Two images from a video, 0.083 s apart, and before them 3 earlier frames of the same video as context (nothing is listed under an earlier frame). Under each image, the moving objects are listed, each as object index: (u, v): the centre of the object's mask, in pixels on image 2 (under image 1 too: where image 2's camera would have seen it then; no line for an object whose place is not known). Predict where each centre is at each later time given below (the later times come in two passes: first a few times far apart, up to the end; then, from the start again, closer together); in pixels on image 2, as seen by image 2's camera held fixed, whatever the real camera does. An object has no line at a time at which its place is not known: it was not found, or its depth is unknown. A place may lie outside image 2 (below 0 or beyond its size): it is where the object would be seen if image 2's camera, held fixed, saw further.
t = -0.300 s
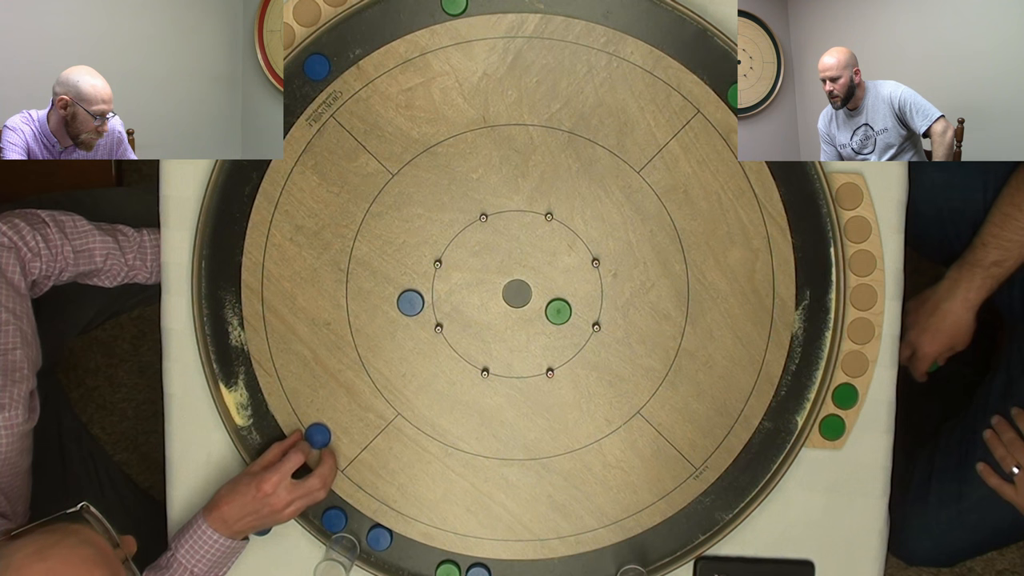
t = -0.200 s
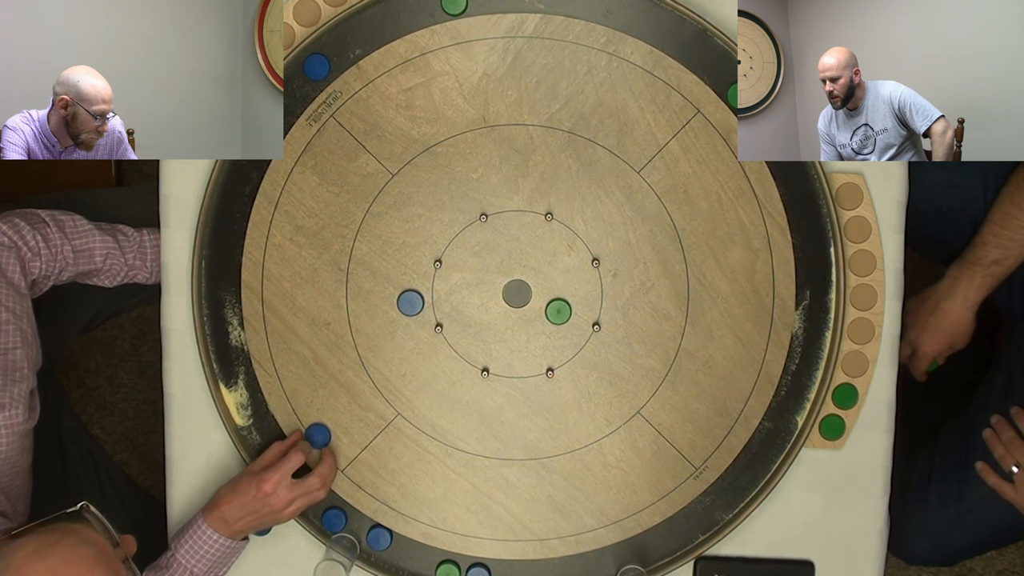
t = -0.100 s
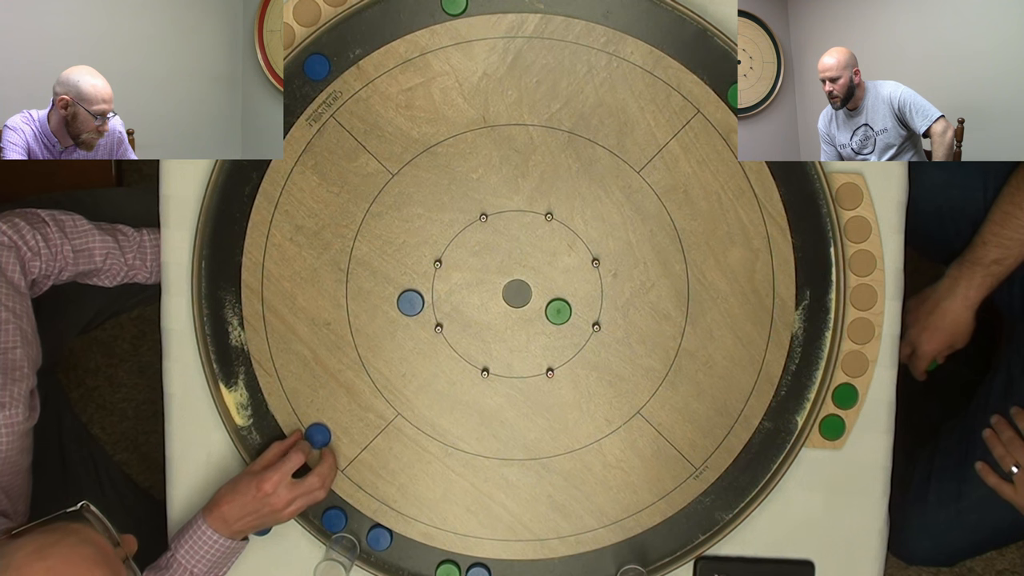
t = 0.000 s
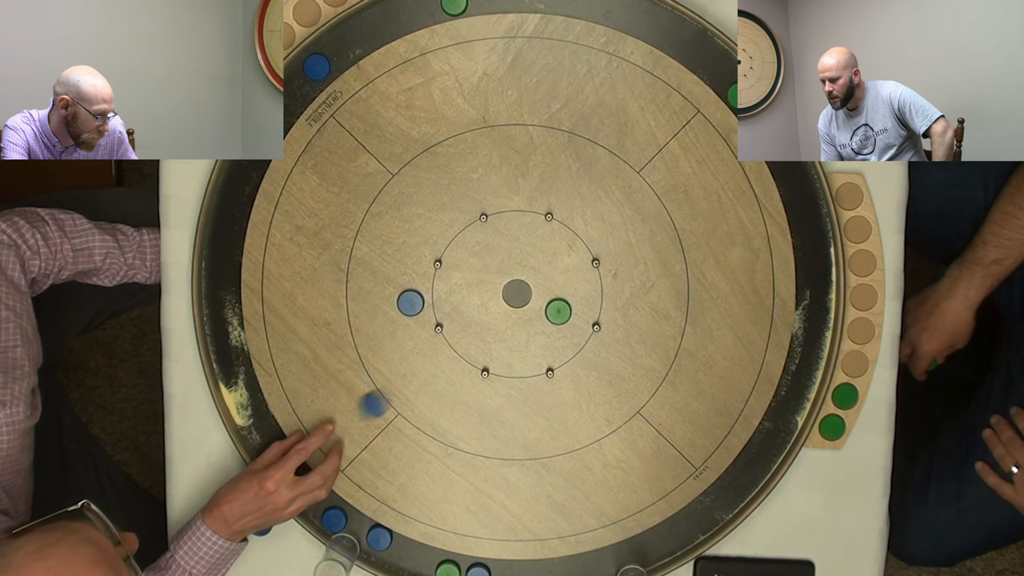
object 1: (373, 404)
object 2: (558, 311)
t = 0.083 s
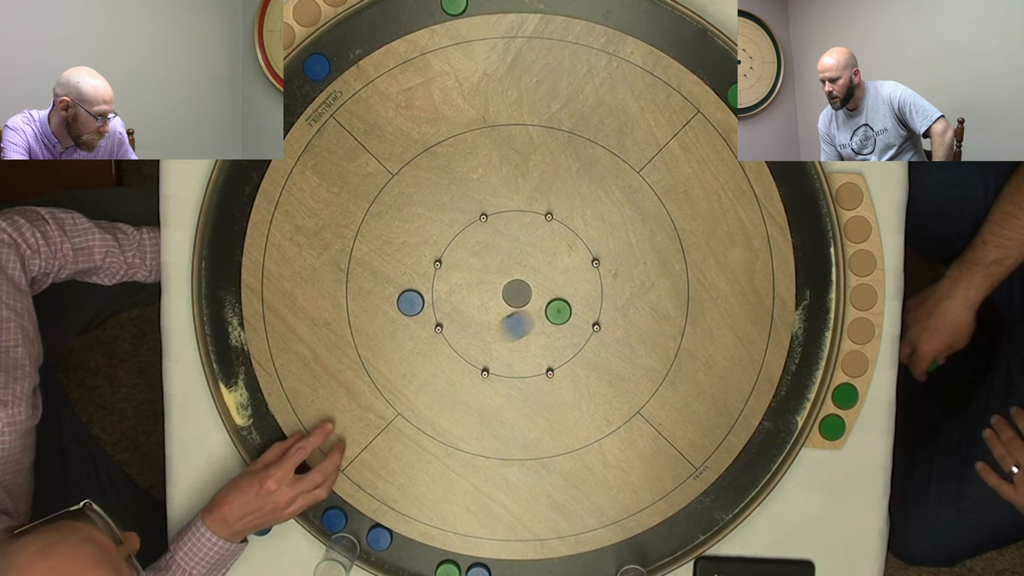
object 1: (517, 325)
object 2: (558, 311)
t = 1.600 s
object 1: (530, 247)
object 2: (808, 234)
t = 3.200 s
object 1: (530, 247)
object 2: (808, 234)
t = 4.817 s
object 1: (530, 247)
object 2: (808, 234)
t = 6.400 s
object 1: (530, 247)
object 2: (808, 234)
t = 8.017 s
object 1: (530, 247)
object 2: (808, 234)
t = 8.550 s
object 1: (530, 247)
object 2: (808, 234)
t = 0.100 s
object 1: (533, 313)
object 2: (569, 308)
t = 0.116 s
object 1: (534, 305)
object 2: (593, 302)
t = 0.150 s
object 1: (537, 289)
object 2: (644, 290)
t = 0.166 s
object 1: (538, 282)
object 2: (667, 284)
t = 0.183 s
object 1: (539, 276)
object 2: (692, 278)
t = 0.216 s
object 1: (540, 263)
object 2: (739, 266)
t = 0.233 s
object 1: (541, 257)
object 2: (760, 261)
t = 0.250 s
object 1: (542, 252)
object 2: (783, 255)
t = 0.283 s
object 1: (543, 242)
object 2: (820, 246)
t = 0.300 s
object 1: (543, 238)
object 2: (808, 246)
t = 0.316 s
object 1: (544, 234)
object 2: (808, 245)
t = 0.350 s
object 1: (540, 238)
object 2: (818, 241)
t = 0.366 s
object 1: (538, 240)
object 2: (820, 240)
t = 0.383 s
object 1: (536, 242)
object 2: (817, 240)
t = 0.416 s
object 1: (533, 244)
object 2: (810, 240)
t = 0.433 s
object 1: (532, 245)
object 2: (807, 241)
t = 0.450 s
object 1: (531, 246)
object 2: (805, 241)
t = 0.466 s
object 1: (531, 247)
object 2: (806, 240)
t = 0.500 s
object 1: (530, 247)
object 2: (808, 240)
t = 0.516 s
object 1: (530, 247)
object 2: (810, 239)
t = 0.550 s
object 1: (530, 247)
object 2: (811, 237)
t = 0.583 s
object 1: (530, 247)
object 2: (811, 237)
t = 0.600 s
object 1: (530, 247)
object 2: (811, 236)
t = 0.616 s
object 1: (530, 247)
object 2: (810, 235)
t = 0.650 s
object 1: (530, 247)
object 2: (810, 235)
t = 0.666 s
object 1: (530, 247)
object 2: (809, 234)
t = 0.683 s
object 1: (530, 247)
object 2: (808, 234)
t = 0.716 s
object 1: (530, 247)
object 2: (808, 234)
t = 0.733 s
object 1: (530, 247)
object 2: (808, 234)
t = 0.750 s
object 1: (530, 247)
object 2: (808, 234)
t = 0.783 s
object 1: (530, 247)
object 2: (808, 234)
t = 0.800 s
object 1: (530, 247)
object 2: (808, 234)
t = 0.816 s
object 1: (530, 247)
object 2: (808, 234)
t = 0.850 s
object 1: (530, 247)
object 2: (808, 234)
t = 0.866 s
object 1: (530, 247)
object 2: (808, 234)
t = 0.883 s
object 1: (530, 247)
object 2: (808, 234)
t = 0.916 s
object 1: (530, 247)
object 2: (808, 234)
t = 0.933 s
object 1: (530, 247)
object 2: (808, 234)
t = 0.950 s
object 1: (530, 247)
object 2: (808, 234)
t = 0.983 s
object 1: (530, 247)
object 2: (808, 234)
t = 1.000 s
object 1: (530, 247)
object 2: (808, 234)
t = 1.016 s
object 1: (530, 247)
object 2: (808, 234)
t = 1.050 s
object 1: (530, 247)
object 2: (808, 234)
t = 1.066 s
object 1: (530, 247)
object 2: (808, 234)
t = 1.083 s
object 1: (530, 247)
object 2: (808, 234)
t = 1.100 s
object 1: (530, 247)
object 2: (808, 234)
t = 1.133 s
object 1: (530, 247)
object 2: (808, 234)
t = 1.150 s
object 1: (530, 247)
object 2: (808, 234)
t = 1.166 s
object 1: (530, 247)
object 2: (808, 234)
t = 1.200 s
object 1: (530, 247)
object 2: (808, 234)
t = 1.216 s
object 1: (530, 247)
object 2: (808, 234)
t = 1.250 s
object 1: (530, 247)
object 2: (808, 234)
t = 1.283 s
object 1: (530, 247)
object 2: (808, 234)
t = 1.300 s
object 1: (530, 247)
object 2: (808, 234)
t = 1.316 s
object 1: (530, 247)
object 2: (808, 234)
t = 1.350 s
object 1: (530, 247)
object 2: (808, 234)
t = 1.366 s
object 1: (530, 247)
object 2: (808, 234)
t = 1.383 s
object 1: (530, 247)
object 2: (808, 234)
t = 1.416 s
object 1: (530, 247)
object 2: (808, 234)
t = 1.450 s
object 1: (530, 247)
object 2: (808, 234)
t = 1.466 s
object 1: (530, 247)
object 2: (808, 234)
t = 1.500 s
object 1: (530, 247)
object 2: (808, 234)
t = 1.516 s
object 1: (530, 247)
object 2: (808, 234)
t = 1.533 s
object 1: (530, 247)
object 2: (808, 234)
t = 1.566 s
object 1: (530, 247)
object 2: (808, 234)
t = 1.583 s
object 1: (530, 247)
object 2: (808, 234)
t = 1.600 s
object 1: (530, 247)
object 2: (808, 234)
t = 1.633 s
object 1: (530, 247)
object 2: (808, 234)
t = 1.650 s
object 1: (530, 247)
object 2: (808, 234)
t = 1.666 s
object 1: (530, 247)
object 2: (808, 234)
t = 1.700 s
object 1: (530, 247)
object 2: (808, 234)
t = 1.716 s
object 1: (530, 247)
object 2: (808, 234)
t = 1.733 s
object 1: (530, 247)
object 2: (808, 234)
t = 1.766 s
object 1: (530, 247)
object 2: (808, 234)
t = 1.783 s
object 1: (530, 247)
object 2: (808, 234)
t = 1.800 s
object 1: (530, 247)
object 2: (808, 234)
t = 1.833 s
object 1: (530, 247)
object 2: (808, 234)
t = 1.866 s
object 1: (530, 247)
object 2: (808, 234)
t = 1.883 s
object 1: (530, 247)
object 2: (808, 234)
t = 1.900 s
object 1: (530, 247)
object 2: (808, 234)
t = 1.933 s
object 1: (530, 247)
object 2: (808, 234)
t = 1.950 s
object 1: (530, 247)
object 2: (808, 234)
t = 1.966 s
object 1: (530, 247)
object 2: (808, 234)
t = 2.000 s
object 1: (530, 247)
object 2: (808, 234)
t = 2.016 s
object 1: (530, 247)
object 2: (808, 234)
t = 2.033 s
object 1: (530, 247)
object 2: (808, 234)
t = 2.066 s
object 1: (530, 247)
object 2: (808, 234)
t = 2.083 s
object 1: (530, 247)
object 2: (808, 234)
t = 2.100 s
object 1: (530, 247)
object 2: (808, 234)
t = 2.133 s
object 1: (530, 247)
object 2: (808, 234)
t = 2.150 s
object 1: (530, 247)
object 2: (808, 234)
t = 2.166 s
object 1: (530, 247)
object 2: (808, 234)
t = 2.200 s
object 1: (530, 247)
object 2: (808, 234)
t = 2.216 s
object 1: (530, 247)
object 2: (808, 234)
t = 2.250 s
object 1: (530, 247)
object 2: (808, 234)
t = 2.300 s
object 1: (530, 247)
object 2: (808, 234)
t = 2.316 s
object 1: (530, 247)
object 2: (808, 234)
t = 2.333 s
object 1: (530, 247)
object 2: (808, 234)
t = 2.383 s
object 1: (530, 247)
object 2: (808, 234)
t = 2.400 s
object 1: (530, 247)
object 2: (808, 234)
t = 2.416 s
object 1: (530, 247)
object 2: (808, 234)
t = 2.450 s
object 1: (530, 247)
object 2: (808, 234)
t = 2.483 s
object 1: (530, 247)
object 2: (808, 234)
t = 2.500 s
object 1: (530, 247)
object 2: (808, 234)
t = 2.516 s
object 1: (530, 247)
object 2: (808, 234)
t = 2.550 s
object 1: (530, 247)
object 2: (808, 234)
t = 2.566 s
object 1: (530, 247)
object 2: (808, 234)
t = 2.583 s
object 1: (530, 247)
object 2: (808, 234)
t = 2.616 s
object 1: (530, 247)
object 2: (808, 234)
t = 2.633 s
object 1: (530, 247)
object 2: (808, 234)
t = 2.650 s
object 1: (530, 247)
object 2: (808, 234)
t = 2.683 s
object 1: (530, 247)
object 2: (808, 234)
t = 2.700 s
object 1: (530, 247)
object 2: (808, 234)
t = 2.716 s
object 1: (530, 247)
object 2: (808, 234)
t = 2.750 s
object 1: (530, 247)
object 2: (808, 234)
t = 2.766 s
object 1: (530, 247)
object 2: (808, 234)
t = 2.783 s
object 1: (530, 247)
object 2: (808, 234)
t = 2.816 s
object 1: (530, 247)
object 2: (808, 234)
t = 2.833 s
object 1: (530, 247)
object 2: (808, 234)
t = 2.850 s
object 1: (530, 247)
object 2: (808, 234)
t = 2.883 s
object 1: (530, 247)
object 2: (808, 234)
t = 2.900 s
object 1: (530, 247)
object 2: (808, 234)
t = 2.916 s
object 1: (530, 247)
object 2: (808, 234)
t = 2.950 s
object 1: (530, 247)
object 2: (808, 234)
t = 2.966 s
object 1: (530, 247)
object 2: (808, 234)
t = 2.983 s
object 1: (530, 247)
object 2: (808, 234)
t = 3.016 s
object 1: (530, 247)
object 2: (808, 234)
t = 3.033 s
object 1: (530, 247)
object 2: (808, 234)
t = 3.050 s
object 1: (530, 247)
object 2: (808, 234)
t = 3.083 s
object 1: (530, 247)
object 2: (808, 234)
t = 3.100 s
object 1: (530, 247)
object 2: (808, 234)
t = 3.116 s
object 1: (530, 247)
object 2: (808, 234)
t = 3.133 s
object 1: (530, 247)
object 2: (808, 234)
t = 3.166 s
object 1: (530, 247)
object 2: (808, 234)
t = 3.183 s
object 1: (530, 247)
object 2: (808, 234)
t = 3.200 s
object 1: (530, 247)
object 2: (808, 234)
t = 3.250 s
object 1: (530, 247)
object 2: (808, 234)
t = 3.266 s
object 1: (530, 247)
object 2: (808, 234)
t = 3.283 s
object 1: (530, 247)
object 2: (808, 234)
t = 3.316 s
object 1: (530, 247)
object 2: (808, 234)
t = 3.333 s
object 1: (530, 247)
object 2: (808, 234)
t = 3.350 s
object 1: (530, 247)
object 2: (808, 234)
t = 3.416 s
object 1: (530, 247)
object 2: (808, 234)
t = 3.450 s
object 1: (530, 247)
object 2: (808, 234)
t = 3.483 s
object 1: (530, 247)
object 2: (808, 234)
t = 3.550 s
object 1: (530, 247)
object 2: (808, 234)
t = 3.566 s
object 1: (530, 247)
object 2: (808, 234)
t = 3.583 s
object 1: (530, 247)
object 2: (808, 234)
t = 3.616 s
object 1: (530, 247)
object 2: (808, 234)
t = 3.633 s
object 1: (530, 247)
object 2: (808, 234)
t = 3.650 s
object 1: (530, 247)
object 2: (808, 234)
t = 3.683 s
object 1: (530, 247)
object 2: (808, 234)
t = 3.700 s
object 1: (530, 247)
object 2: (808, 234)
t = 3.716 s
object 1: (530, 247)
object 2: (808, 234)
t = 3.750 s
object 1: (530, 247)
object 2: (808, 234)
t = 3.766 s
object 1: (530, 247)
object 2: (808, 234)
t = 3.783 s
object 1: (530, 247)
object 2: (808, 234)
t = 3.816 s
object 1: (530, 247)
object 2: (808, 234)
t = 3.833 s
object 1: (530, 247)
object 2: (808, 234)
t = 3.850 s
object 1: (530, 247)
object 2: (808, 234)
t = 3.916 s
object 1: (530, 247)
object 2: (808, 234)
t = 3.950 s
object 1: (530, 247)
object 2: (808, 234)
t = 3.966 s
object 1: (530, 247)
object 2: (808, 234)
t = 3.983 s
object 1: (530, 247)
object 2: (808, 234)
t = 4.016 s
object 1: (530, 247)
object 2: (808, 234)
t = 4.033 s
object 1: (530, 247)
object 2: (808, 234)
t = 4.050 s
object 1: (530, 247)
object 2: (808, 234)
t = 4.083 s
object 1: (530, 247)
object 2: (808, 234)
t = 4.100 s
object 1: (530, 247)
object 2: (808, 234)
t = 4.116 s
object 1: (530, 247)
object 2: (808, 234)
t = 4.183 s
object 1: (530, 247)
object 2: (808, 234)
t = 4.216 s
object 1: (530, 247)
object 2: (808, 234)
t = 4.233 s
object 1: (530, 247)
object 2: (808, 234)
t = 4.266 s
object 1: (530, 247)
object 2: (808, 234)
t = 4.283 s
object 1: (530, 247)
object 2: (808, 234)
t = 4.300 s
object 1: (530, 247)
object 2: (808, 234)
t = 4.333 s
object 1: (530, 247)
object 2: (808, 234)
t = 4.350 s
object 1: (530, 247)
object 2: (808, 234)
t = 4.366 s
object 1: (530, 247)
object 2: (808, 234)
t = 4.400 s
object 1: (530, 247)
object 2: (808, 234)
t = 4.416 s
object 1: (530, 247)
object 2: (808, 234)
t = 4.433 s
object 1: (530, 247)
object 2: (808, 234)
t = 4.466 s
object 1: (530, 247)
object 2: (808, 234)
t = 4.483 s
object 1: (530, 247)
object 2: (808, 234)
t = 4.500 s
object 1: (530, 247)
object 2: (808, 234)
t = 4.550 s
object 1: (530, 247)
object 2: (808, 234)
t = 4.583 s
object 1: (530, 247)
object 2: (808, 234)
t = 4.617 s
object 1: (530, 247)
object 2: (808, 234)
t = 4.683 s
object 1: (530, 247)
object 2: (808, 234)
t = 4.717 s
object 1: (530, 247)
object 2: (808, 234)
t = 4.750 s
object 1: (530, 247)
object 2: (808, 234)
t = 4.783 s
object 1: (530, 247)
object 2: (808, 234)
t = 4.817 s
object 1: (530, 247)
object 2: (808, 234)
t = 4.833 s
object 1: (530, 247)
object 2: (808, 234)
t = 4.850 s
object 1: (530, 247)
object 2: (808, 234)
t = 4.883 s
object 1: (530, 247)
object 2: (808, 234)
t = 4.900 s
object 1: (530, 247)
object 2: (808, 234)
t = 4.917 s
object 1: (530, 247)
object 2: (808, 234)
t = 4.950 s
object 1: (530, 247)
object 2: (808, 234)
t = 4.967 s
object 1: (530, 247)
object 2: (808, 234)
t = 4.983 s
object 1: (530, 247)
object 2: (808, 234)
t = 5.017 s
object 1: (530, 247)
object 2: (808, 234)
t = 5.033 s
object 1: (530, 247)
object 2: (808, 234)
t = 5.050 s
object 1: (530, 247)
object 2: (808, 234)
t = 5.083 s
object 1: (530, 247)
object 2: (808, 234)
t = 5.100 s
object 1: (530, 247)
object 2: (808, 234)
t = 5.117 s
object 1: (530, 247)
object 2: (808, 234)
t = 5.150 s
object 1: (530, 247)
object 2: (808, 234)
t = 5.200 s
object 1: (530, 247)
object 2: (808, 234)
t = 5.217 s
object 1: (530, 247)
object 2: (808, 234)
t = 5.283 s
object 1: (530, 247)
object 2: (808, 234)
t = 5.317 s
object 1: (530, 247)
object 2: (808, 234)
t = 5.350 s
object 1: (530, 247)
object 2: (808, 234)
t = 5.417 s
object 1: (530, 247)
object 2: (808, 234)
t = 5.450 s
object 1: (530, 247)
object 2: (808, 234)
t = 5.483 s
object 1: (530, 247)
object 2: (808, 234)
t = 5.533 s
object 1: (530, 247)
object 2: (808, 234)
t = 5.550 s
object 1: (530, 247)
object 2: (808, 234)
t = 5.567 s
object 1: (530, 247)
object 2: (808, 234)
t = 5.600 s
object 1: (530, 247)
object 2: (808, 234)
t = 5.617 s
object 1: (530, 247)
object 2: (808, 234)
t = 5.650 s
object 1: (530, 247)
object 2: (808, 234)
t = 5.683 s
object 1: (530, 247)
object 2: (808, 234)
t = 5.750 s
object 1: (530, 247)
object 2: (808, 234)
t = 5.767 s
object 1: (530, 247)
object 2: (808, 234)
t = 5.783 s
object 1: (530, 247)
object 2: (808, 234)
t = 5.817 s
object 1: (530, 247)
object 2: (808, 234)
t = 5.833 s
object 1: (530, 247)
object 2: (808, 234)
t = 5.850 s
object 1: (530, 247)
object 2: (808, 234)
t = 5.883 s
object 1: (530, 247)
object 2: (808, 234)
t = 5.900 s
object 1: (530, 247)
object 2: (808, 234)
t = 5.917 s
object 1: (530, 247)
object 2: (808, 234)
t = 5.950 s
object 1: (530, 247)
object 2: (808, 234)
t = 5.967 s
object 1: (530, 247)
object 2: (808, 234)
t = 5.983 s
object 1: (530, 247)
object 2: (808, 234)
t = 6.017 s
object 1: (530, 247)
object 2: (808, 234)
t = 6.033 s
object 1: (530, 247)
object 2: (808, 234)
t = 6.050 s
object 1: (530, 247)
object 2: (808, 234)
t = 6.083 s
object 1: (530, 247)
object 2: (808, 234)
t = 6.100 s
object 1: (530, 247)
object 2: (808, 234)
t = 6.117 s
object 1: (530, 247)
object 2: (808, 234)
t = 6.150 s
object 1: (530, 247)
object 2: (808, 234)
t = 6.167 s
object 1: (530, 247)
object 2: (808, 234)
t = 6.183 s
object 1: (530, 247)
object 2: (808, 234)
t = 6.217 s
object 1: (530, 247)
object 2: (808, 234)
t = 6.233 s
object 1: (530, 247)
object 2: (808, 234)
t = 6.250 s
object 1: (530, 247)
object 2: (808, 234)
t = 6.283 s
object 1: (530, 247)
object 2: (808, 234)
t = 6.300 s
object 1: (530, 247)
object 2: (808, 234)
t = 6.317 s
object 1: (530, 247)
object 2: (808, 234)
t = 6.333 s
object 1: (530, 247)
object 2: (808, 234)
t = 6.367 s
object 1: (530, 247)
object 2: (808, 234)
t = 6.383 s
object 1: (530, 247)
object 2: (808, 234)
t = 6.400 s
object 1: (530, 247)
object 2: (808, 234)
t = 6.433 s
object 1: (530, 247)
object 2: (808, 234)
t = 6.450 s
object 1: (530, 247)
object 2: (808, 234)
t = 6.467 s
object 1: (530, 247)
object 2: (808, 234)
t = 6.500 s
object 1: (530, 247)
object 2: (808, 234)
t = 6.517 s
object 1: (530, 247)
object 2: (808, 234)
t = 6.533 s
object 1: (530, 247)
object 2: (808, 234)
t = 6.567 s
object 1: (530, 247)
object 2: (808, 234)
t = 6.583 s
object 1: (530, 247)
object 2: (808, 234)
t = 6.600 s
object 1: (530, 247)
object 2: (808, 234)
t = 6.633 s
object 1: (530, 247)
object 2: (808, 234)
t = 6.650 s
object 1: (530, 247)
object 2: (808, 234)
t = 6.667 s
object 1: (530, 247)
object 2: (808, 234)
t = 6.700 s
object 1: (530, 247)
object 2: (808, 234)
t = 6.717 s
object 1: (530, 247)
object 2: (808, 234)
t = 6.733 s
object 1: (530, 247)
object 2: (808, 234)
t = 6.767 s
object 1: (530, 247)
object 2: (808, 234)
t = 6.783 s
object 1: (530, 247)
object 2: (808, 234)
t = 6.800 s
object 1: (530, 247)
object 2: (808, 234)
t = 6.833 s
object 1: (530, 247)
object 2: (808, 234)
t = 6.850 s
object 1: (530, 247)
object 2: (808, 234)
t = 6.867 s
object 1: (530, 247)
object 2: (808, 234)
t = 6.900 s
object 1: (530, 247)
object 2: (808, 234)
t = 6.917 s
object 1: (530, 247)
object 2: (808, 234)
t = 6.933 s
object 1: (530, 247)
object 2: (808, 234)
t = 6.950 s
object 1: (530, 247)
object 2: (808, 234)
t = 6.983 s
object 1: (530, 247)
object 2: (808, 234)
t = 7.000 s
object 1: (530, 247)
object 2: (808, 234)
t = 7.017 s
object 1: (530, 247)
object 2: (808, 234)
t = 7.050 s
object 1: (530, 247)
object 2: (808, 234)
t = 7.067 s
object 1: (530, 247)
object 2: (808, 234)
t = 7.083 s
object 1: (530, 247)
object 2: (808, 234)
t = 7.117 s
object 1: (530, 247)
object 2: (808, 234)
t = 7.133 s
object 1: (530, 247)
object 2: (808, 234)
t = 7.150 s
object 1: (530, 247)
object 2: (808, 234)
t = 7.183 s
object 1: (530, 247)
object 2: (808, 234)
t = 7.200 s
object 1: (530, 247)
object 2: (808, 234)
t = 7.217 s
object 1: (530, 247)
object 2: (808, 234)
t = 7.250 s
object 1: (530, 247)
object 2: (808, 234)
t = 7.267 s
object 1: (530, 247)
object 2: (808, 234)
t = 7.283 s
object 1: (530, 247)
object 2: (808, 234)
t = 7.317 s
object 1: (530, 247)
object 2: (808, 234)
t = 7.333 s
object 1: (530, 247)
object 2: (808, 234)
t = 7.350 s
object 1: (530, 247)
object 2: (808, 234)
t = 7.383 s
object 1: (530, 247)
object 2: (808, 234)
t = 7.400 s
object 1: (530, 247)
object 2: (808, 234)
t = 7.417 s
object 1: (530, 247)
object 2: (808, 234)
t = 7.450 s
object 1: (530, 247)
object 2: (808, 234)
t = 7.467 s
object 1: (530, 247)
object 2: (808, 234)
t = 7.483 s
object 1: (530, 247)
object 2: (808, 234)
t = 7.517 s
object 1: (530, 247)
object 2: (808, 234)
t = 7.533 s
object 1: (530, 247)
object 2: (808, 234)
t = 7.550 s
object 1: (530, 247)
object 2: (808, 234)
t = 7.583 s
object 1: (530, 247)
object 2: (808, 234)
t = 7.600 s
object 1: (530, 247)
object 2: (808, 234)
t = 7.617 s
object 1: (530, 247)
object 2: (808, 234)
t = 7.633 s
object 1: (530, 247)
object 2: (808, 234)
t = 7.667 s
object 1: (530, 247)
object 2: (808, 234)
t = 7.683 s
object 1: (530, 247)
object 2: (808, 234)
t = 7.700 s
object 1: (530, 247)
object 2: (808, 234)
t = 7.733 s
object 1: (530, 247)
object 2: (808, 234)
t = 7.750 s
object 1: (530, 247)
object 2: (808, 234)
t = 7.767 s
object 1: (530, 247)
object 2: (808, 234)
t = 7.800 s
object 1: (530, 247)
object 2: (808, 234)
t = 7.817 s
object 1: (530, 247)
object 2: (808, 234)
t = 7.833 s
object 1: (530, 247)
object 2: (808, 234)
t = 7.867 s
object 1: (530, 247)
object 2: (808, 234)
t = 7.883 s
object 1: (530, 247)
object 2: (808, 234)
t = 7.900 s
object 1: (530, 247)
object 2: (808, 234)
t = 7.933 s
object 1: (530, 247)
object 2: (808, 234)
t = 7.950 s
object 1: (530, 247)
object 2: (808, 234)
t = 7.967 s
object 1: (530, 247)
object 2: (808, 234)
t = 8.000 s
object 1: (530, 247)
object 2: (808, 234)
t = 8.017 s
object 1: (530, 247)
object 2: (808, 234)
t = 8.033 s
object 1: (530, 247)
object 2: (808, 234)
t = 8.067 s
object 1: (530, 247)
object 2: (808, 234)
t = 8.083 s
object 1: (530, 247)
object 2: (808, 234)
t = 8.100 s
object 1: (530, 247)
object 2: (808, 234)
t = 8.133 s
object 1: (530, 247)
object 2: (808, 234)
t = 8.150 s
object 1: (530, 247)
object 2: (808, 234)
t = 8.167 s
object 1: (530, 247)
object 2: (808, 234)
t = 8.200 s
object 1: (530, 247)
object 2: (808, 234)
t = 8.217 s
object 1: (530, 247)
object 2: (808, 234)
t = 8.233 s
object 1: (530, 247)
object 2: (808, 234)
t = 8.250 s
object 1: (530, 247)
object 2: (808, 234)
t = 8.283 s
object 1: (530, 247)
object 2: (808, 234)
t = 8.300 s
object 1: (530, 247)
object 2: (808, 234)
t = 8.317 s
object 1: (530, 247)
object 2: (808, 234)
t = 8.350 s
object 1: (530, 247)
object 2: (808, 234)
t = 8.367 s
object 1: (530, 247)
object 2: (808, 234)
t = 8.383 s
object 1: (530, 247)
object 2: (808, 234)
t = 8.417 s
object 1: (530, 247)
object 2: (808, 234)
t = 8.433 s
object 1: (530, 247)
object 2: (808, 234)
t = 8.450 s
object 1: (530, 247)
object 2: (808, 234)
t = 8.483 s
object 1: (530, 247)
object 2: (808, 234)
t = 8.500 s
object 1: (530, 247)
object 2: (808, 234)
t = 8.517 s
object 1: (530, 247)
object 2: (808, 234)
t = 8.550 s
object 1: (530, 247)
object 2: (808, 234)
